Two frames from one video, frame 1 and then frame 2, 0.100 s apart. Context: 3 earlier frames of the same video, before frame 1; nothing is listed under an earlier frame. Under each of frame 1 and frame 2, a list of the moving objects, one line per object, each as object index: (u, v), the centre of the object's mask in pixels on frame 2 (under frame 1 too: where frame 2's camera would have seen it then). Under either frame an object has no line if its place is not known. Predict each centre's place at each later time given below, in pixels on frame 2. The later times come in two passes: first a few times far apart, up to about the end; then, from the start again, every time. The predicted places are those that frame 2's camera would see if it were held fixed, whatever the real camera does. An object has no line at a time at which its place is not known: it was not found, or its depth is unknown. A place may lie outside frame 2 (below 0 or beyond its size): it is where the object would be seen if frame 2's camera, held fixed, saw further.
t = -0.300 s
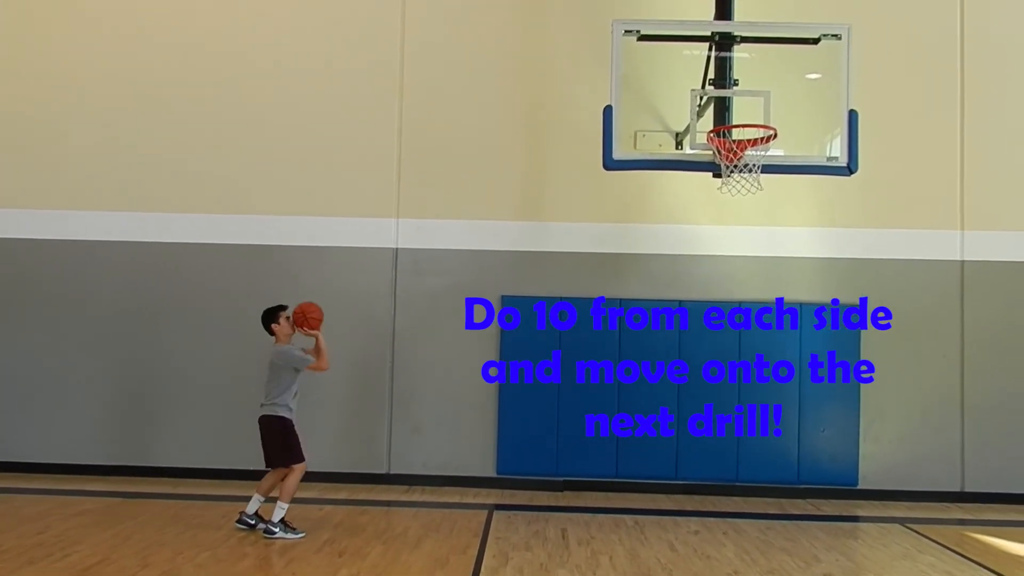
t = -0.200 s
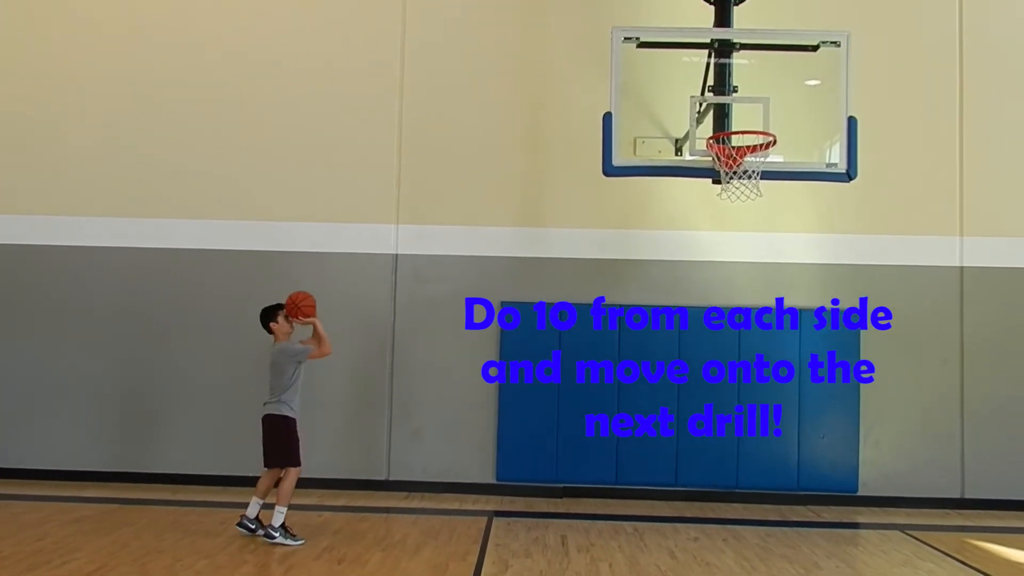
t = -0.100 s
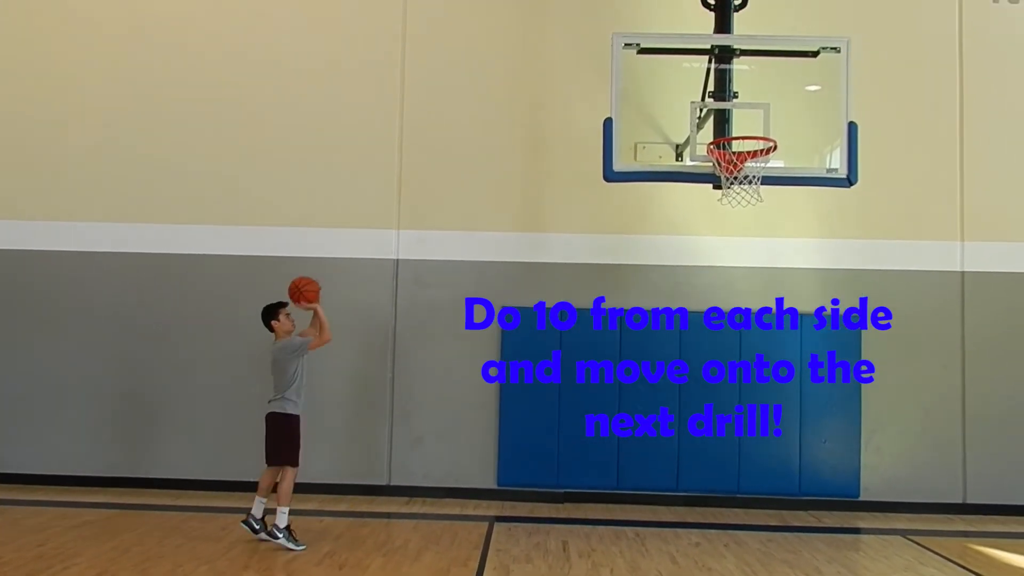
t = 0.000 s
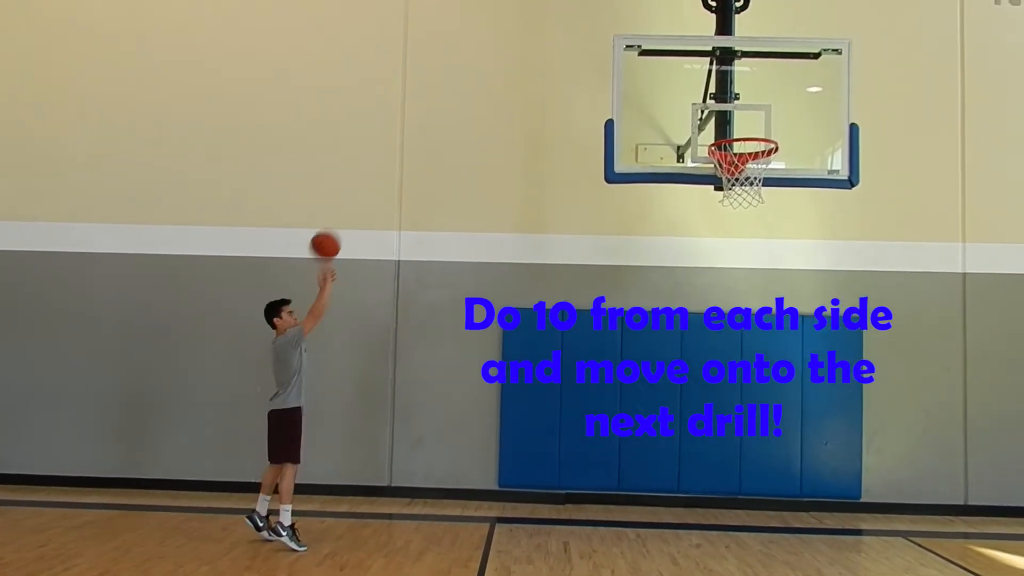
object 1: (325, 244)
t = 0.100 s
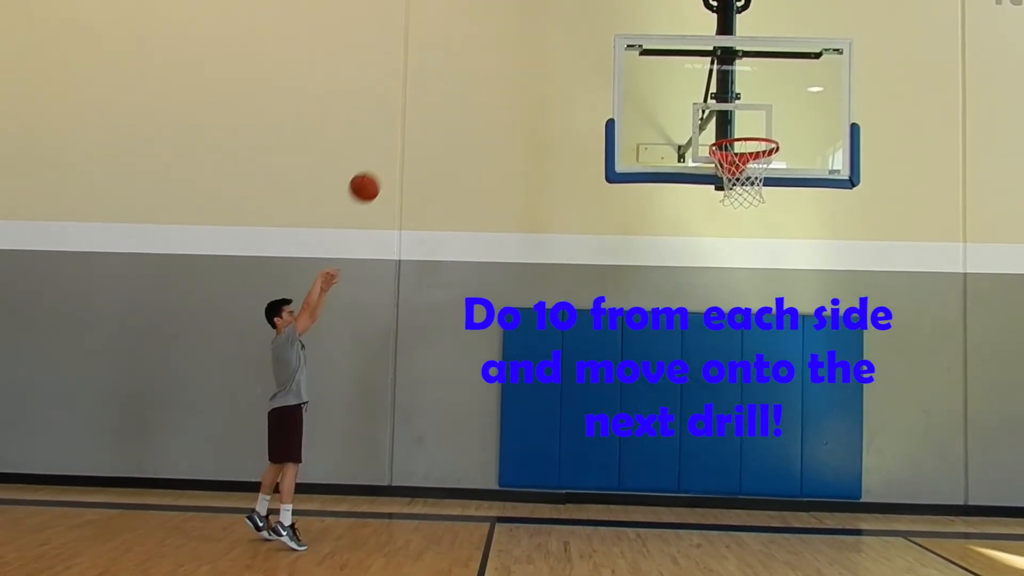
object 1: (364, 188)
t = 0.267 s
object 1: (427, 117)
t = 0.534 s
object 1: (525, 72)
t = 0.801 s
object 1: (583, 112)
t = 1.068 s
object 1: (500, 230)
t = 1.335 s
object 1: (411, 457)
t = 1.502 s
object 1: (360, 492)
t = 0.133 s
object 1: (376, 171)
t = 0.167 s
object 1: (389, 155)
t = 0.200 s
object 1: (402, 141)
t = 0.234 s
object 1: (414, 129)
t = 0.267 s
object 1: (427, 117)
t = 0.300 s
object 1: (439, 107)
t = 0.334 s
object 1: (452, 98)
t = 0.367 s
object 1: (464, 90)
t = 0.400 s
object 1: (476, 84)
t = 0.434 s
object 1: (489, 79)
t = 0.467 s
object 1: (501, 75)
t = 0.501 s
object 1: (513, 73)
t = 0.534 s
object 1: (525, 72)
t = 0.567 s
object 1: (538, 73)
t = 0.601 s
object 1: (550, 74)
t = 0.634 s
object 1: (562, 78)
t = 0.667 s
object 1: (574, 83)
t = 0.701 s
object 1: (586, 89)
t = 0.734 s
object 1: (598, 97)
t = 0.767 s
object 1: (593, 104)
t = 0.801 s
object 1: (583, 112)
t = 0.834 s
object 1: (573, 121)
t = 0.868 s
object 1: (563, 132)
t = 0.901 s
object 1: (552, 145)
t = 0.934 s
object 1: (542, 159)
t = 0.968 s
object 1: (532, 174)
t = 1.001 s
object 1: (521, 191)
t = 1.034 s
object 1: (510, 210)
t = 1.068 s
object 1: (500, 230)
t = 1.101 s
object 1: (489, 252)
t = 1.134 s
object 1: (478, 276)
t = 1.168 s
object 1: (467, 300)
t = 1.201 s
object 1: (454, 329)
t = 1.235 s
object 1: (445, 358)
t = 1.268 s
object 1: (433, 389)
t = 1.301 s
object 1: (422, 422)
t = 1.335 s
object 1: (411, 457)
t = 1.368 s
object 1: (399, 495)
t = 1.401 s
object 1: (387, 537)
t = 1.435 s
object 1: (377, 546)
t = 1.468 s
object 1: (369, 518)
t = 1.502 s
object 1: (360, 492)
